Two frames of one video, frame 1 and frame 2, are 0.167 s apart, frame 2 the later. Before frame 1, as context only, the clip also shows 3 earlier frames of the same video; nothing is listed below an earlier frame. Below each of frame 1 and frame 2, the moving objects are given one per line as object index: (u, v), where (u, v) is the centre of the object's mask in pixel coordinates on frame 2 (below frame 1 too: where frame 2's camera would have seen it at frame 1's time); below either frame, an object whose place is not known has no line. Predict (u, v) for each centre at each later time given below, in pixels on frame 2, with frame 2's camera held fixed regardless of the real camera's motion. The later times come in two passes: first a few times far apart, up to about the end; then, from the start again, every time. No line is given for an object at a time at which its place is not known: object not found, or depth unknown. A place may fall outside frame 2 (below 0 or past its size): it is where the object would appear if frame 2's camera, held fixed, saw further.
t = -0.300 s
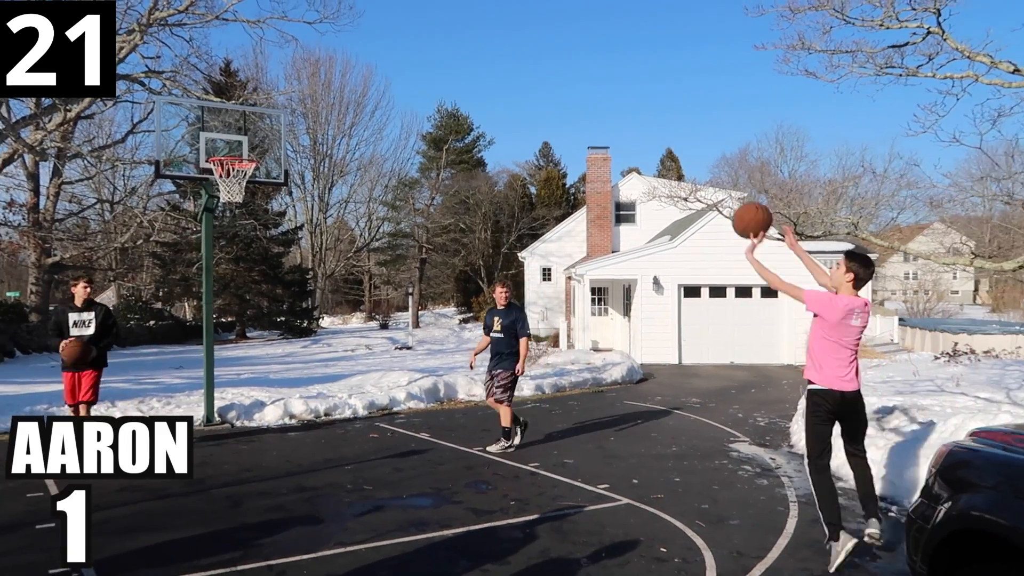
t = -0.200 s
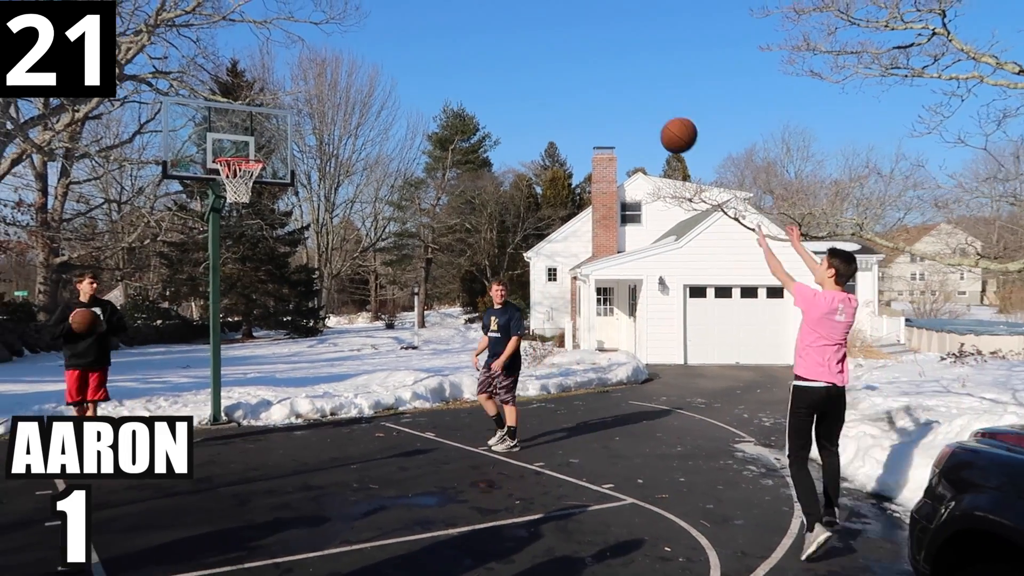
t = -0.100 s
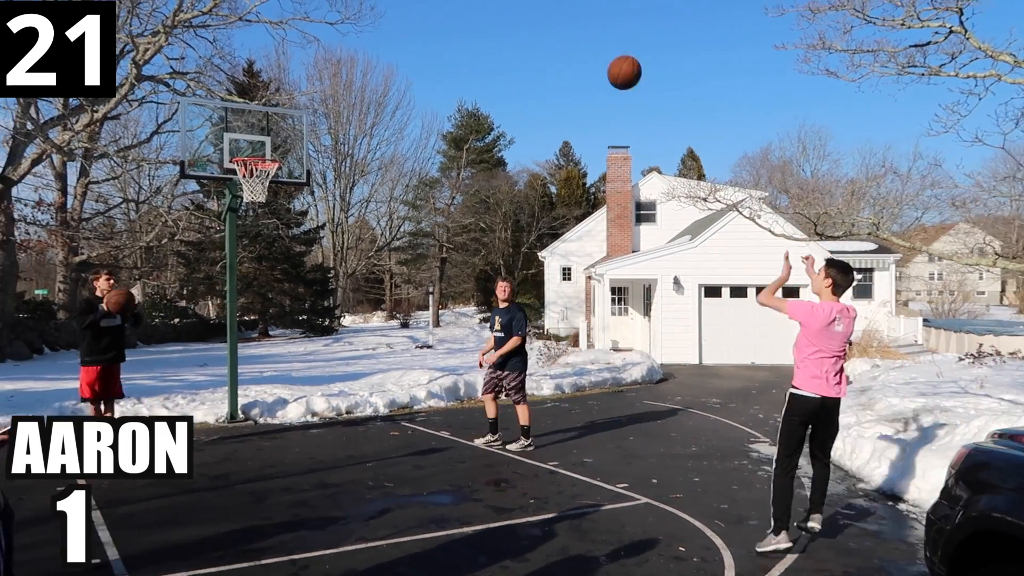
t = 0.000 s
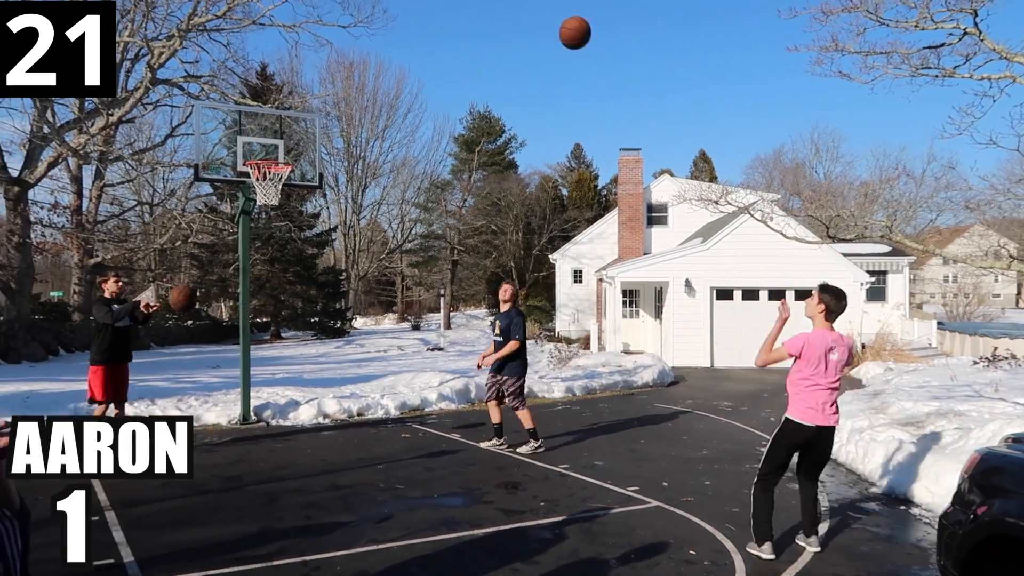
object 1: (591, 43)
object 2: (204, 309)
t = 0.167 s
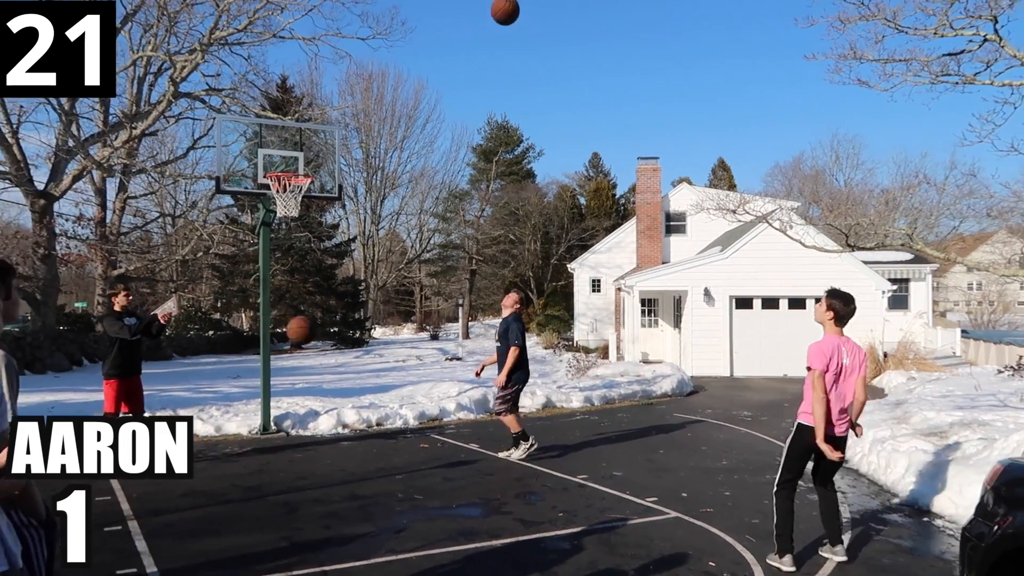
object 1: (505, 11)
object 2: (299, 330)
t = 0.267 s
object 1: (460, 7)
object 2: (367, 362)
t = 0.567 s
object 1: (352, 60)
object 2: (583, 493)
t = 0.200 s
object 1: (490, 9)
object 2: (321, 339)
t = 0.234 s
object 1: (475, 7)
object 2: (344, 350)
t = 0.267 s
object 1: (460, 7)
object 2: (367, 362)
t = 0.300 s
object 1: (447, 9)
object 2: (390, 376)
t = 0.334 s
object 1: (433, 12)
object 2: (414, 392)
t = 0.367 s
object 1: (420, 16)
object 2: (439, 411)
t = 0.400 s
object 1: (408, 21)
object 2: (465, 431)
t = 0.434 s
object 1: (396, 27)
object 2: (491, 454)
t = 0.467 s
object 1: (385, 34)
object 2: (519, 480)
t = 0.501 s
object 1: (374, 42)
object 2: (547, 507)
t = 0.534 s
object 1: (363, 50)
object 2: (568, 511)
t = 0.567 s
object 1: (352, 60)
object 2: (583, 493)
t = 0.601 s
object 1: (342, 70)
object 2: (598, 476)
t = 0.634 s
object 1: (333, 81)
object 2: (614, 460)
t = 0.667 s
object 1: (323, 93)
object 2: (630, 446)
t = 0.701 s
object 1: (314, 105)
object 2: (646, 433)
